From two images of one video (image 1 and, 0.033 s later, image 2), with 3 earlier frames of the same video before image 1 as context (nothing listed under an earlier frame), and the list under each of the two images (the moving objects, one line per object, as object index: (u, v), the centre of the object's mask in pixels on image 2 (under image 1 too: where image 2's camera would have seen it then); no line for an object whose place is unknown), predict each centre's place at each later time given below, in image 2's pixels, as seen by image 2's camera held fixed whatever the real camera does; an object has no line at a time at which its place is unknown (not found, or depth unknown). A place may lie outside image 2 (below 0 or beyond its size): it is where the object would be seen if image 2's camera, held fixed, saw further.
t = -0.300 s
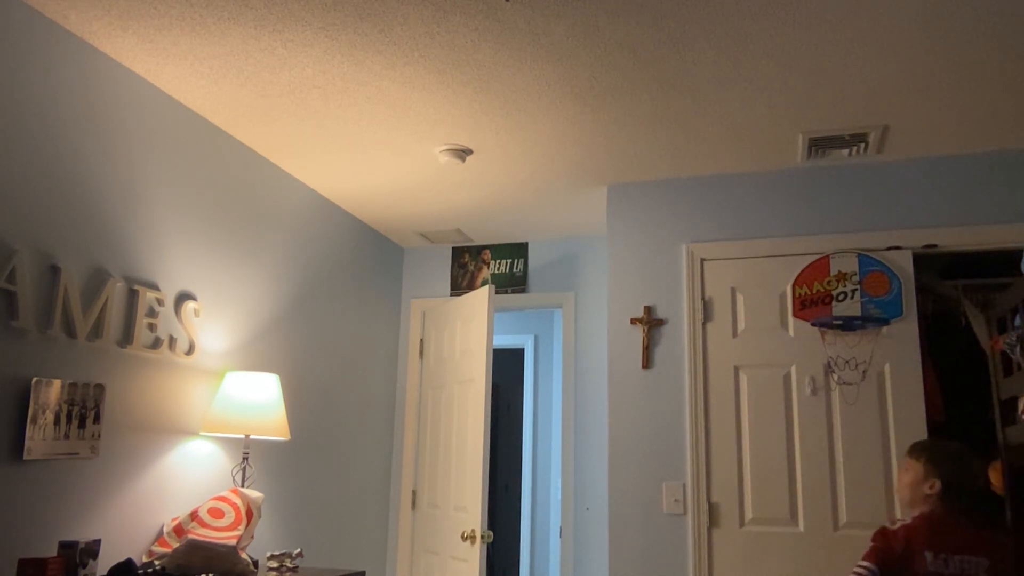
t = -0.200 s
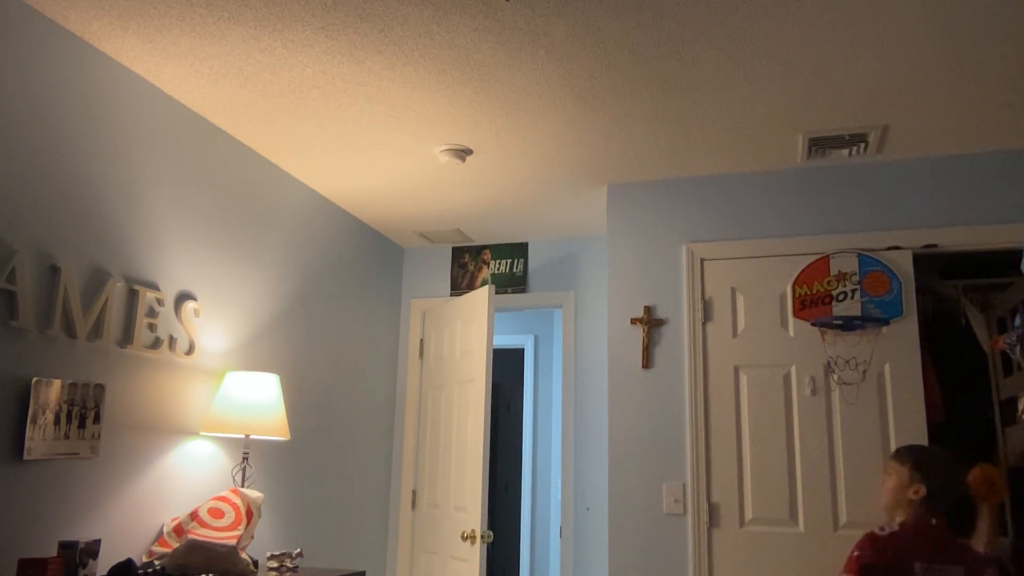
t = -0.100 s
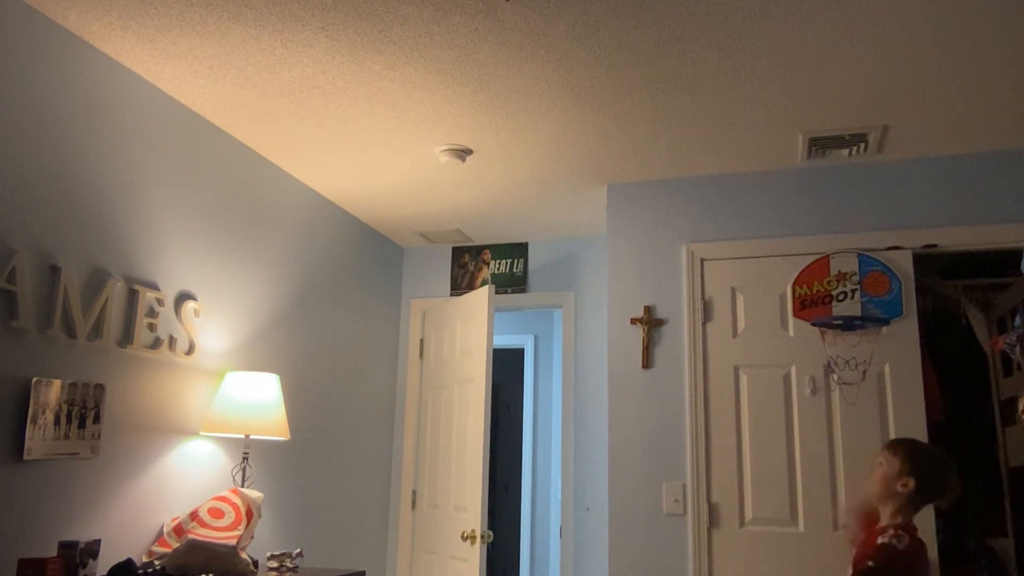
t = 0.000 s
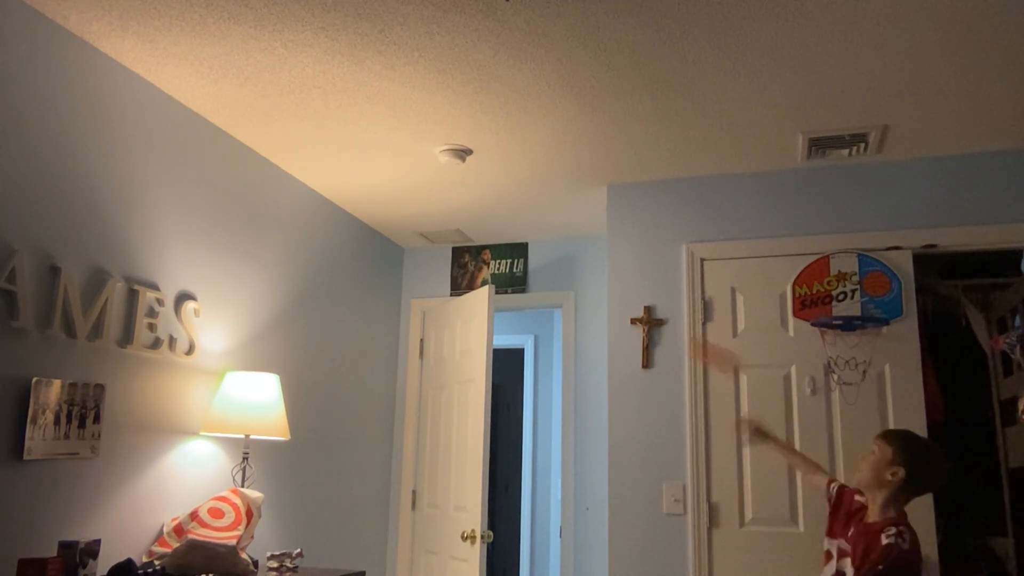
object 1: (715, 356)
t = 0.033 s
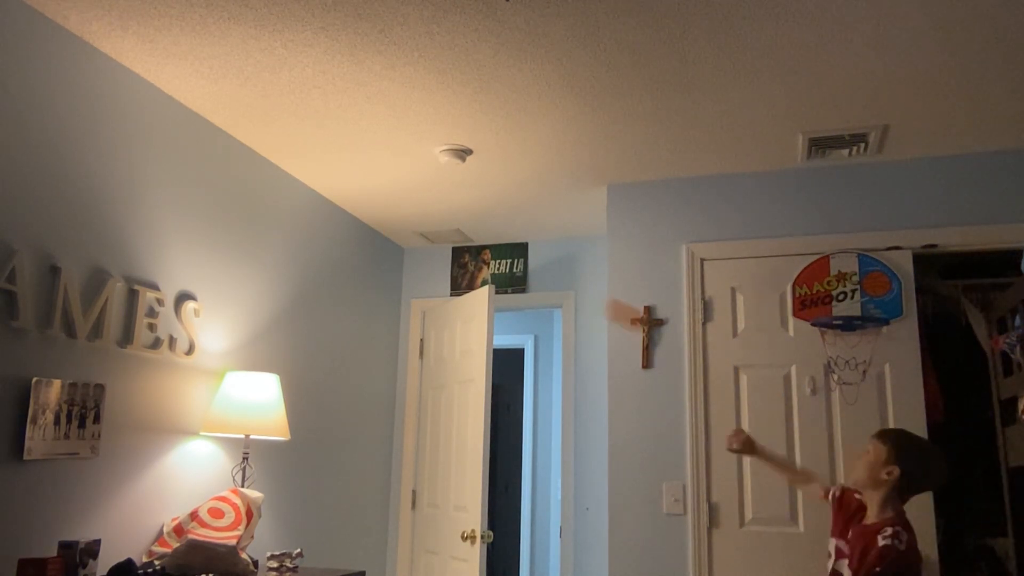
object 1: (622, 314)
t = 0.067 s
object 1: (546, 280)
